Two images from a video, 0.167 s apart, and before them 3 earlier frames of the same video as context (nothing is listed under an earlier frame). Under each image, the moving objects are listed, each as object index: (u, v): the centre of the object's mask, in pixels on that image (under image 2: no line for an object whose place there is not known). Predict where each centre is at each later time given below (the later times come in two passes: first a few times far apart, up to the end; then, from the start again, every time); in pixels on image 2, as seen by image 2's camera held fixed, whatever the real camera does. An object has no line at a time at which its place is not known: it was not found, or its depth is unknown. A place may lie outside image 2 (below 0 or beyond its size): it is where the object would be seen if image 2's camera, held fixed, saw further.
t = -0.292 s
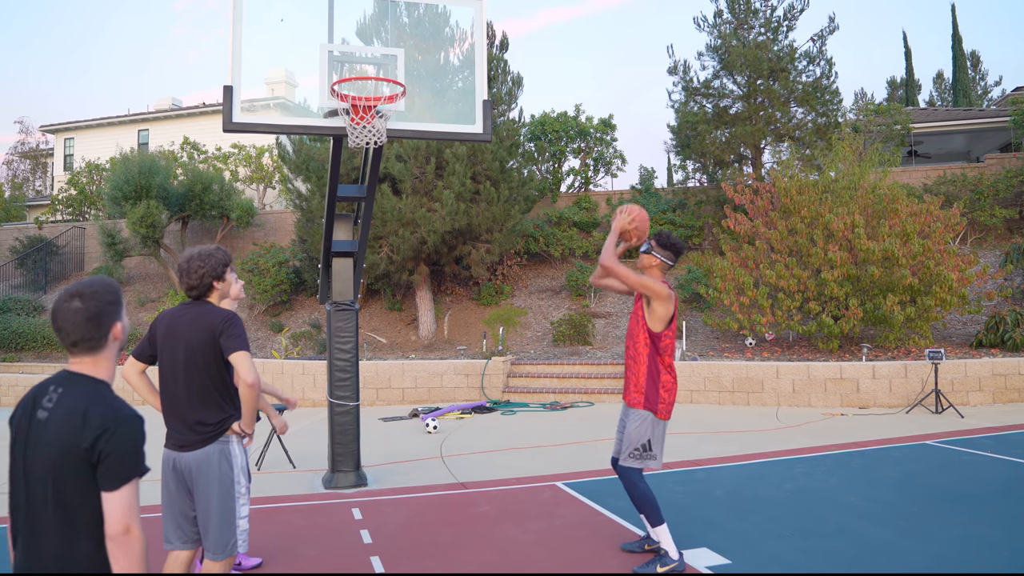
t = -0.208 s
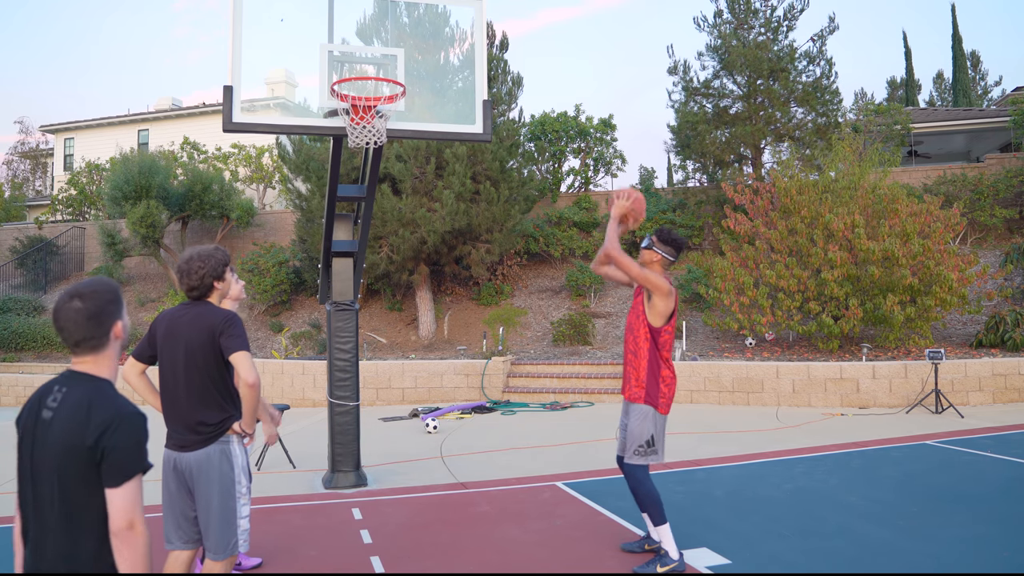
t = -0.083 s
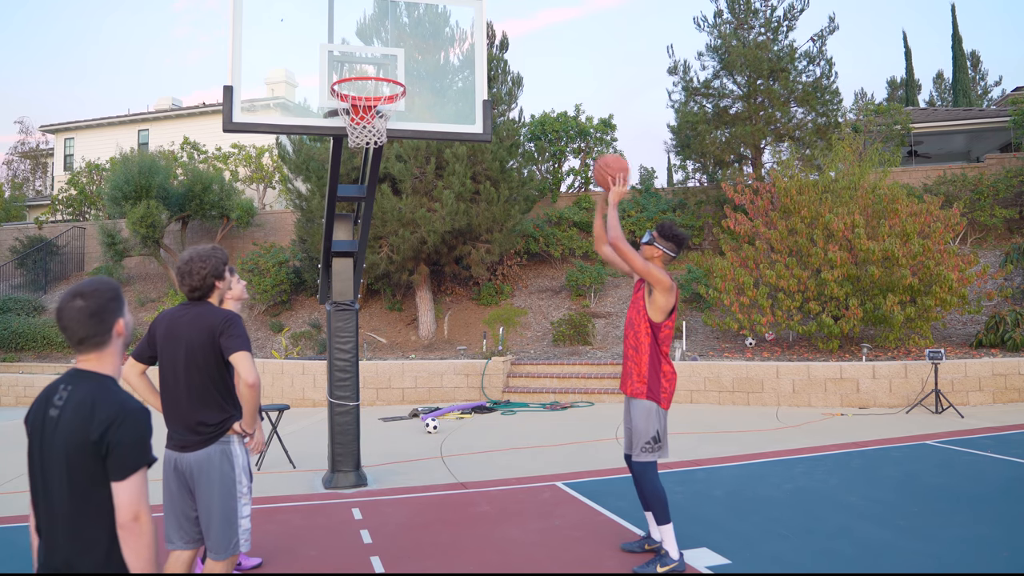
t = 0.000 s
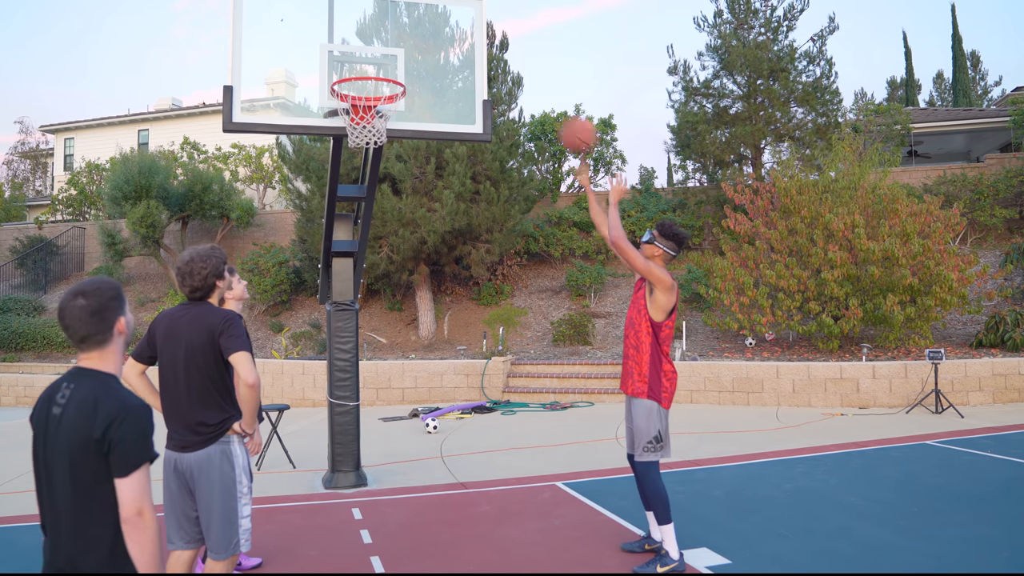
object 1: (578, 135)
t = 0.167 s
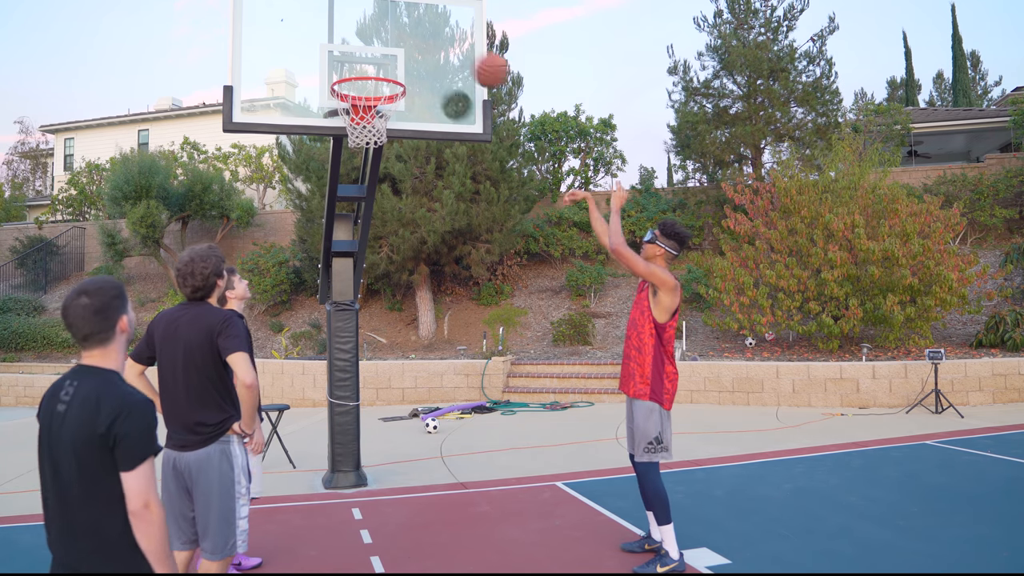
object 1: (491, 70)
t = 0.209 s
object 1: (469, 61)
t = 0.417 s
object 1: (389, 48)
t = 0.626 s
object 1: (364, 74)
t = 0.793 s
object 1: (370, 74)
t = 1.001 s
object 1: (348, 65)
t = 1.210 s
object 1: (351, 73)
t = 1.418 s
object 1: (368, 113)
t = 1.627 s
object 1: (374, 156)
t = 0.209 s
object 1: (469, 61)
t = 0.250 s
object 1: (449, 54)
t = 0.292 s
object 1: (429, 50)
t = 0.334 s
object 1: (410, 48)
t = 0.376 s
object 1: (398, 47)
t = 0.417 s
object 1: (389, 48)
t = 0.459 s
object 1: (380, 50)
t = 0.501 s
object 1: (371, 56)
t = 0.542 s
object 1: (361, 62)
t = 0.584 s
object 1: (353, 73)
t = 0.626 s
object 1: (364, 74)
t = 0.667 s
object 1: (377, 77)
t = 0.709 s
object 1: (387, 82)
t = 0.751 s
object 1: (378, 76)
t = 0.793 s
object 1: (370, 74)
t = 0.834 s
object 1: (362, 74)
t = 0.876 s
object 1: (354, 77)
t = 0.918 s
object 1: (350, 74)
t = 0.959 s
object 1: (349, 69)
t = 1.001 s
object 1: (348, 65)
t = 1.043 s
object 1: (347, 65)
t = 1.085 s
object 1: (346, 69)
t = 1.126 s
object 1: (345, 73)
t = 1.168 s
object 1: (347, 73)
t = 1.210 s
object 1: (351, 73)
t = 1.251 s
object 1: (354, 76)
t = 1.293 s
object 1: (358, 81)
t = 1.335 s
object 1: (362, 90)
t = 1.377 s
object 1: (365, 101)
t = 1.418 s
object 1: (368, 113)
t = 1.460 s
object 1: (371, 122)
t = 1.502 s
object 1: (373, 128)
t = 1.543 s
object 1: (375, 138)
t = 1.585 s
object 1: (374, 148)
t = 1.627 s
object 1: (374, 156)
